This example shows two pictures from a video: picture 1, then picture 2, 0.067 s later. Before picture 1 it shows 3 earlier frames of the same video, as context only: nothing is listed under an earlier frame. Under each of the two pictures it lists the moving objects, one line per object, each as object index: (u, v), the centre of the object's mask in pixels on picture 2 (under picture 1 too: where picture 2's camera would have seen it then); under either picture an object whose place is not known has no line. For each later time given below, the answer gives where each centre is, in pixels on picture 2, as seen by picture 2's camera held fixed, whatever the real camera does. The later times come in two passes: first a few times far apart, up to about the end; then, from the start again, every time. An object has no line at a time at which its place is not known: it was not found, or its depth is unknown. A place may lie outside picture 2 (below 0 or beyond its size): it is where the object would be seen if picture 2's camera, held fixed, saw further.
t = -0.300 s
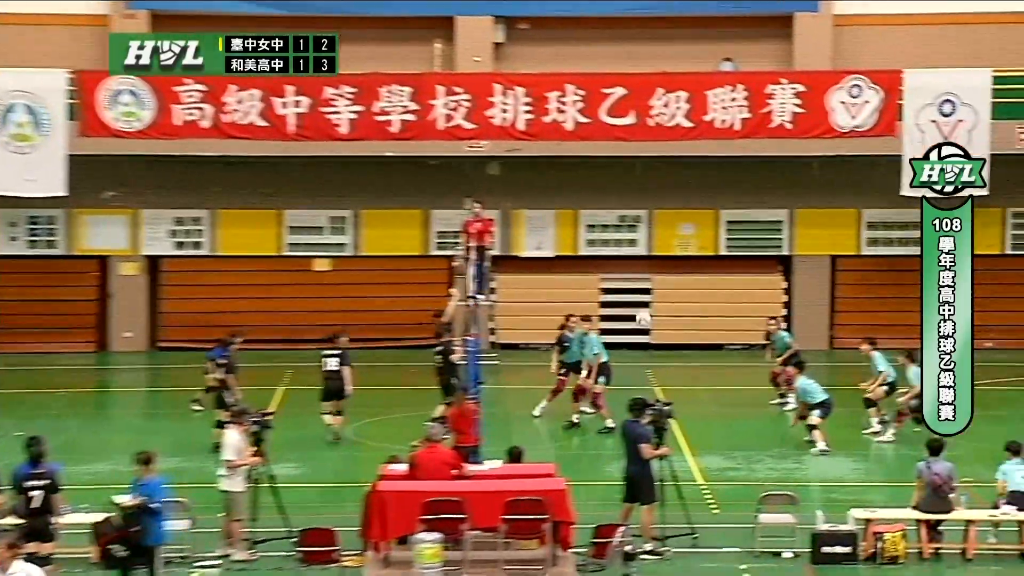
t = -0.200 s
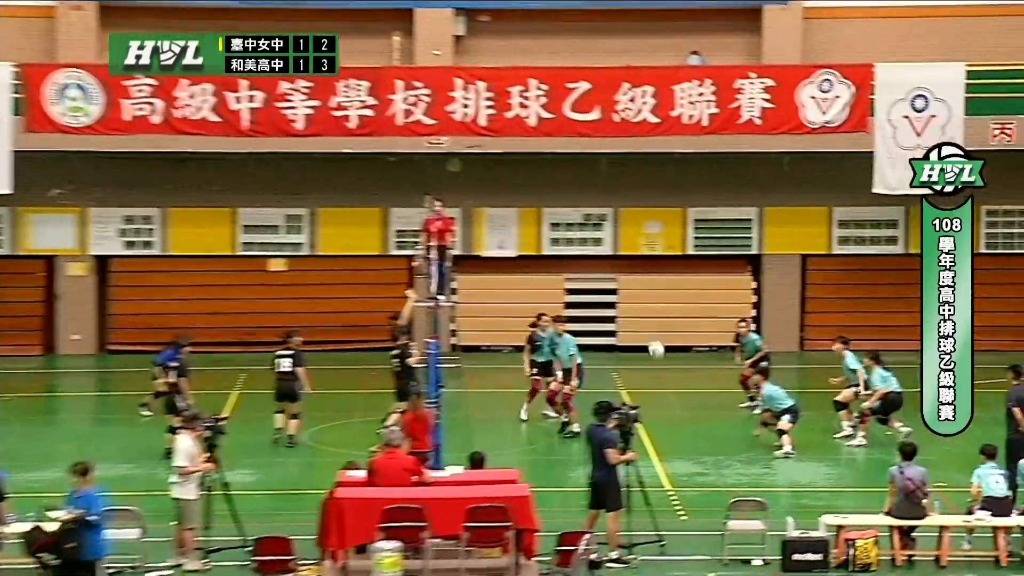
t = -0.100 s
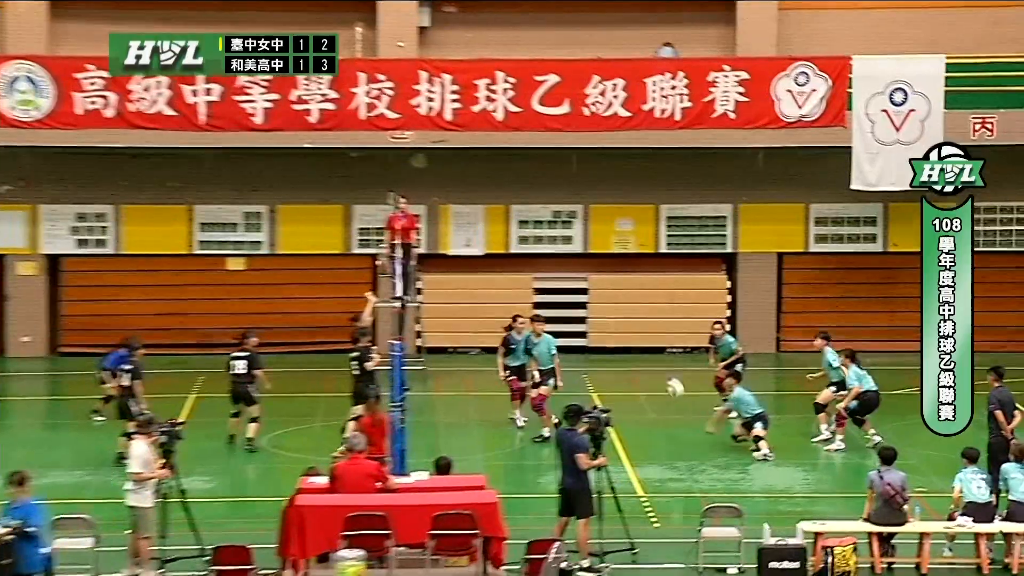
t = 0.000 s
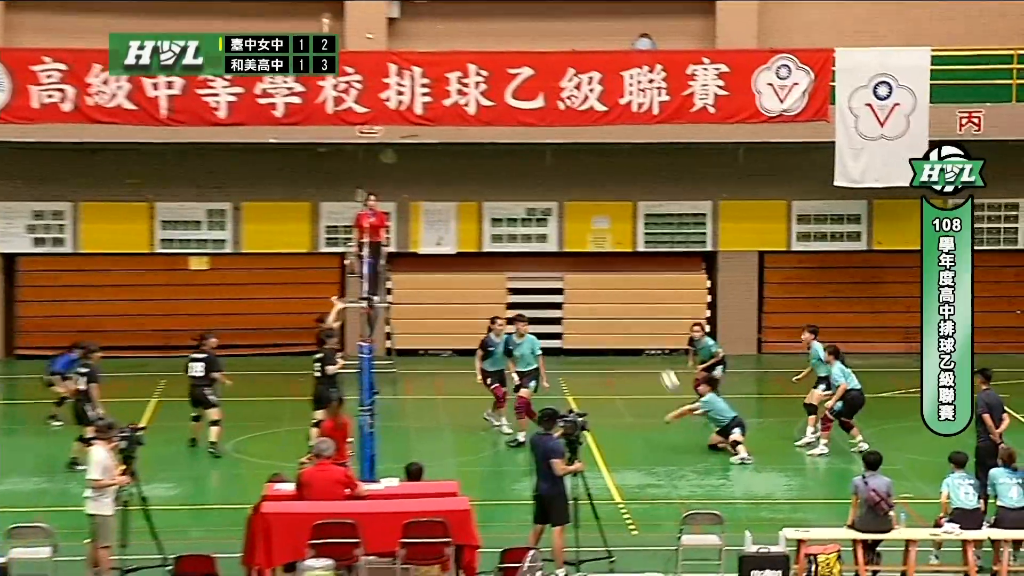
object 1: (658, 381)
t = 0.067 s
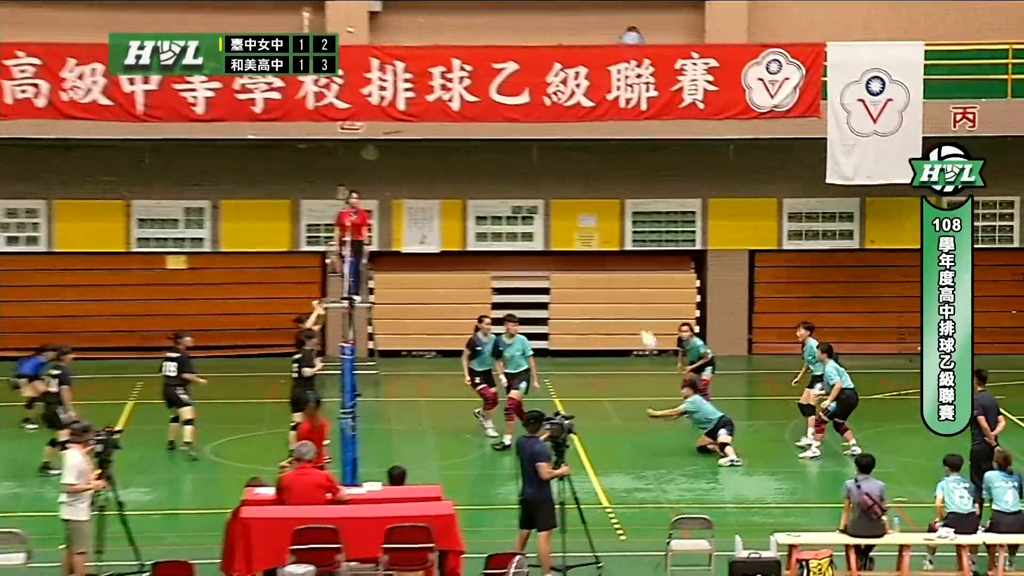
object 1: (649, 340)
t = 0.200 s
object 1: (628, 269)
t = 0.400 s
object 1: (600, 189)
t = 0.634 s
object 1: (568, 135)
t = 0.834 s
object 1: (541, 121)
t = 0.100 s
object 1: (643, 322)
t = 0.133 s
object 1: (638, 303)
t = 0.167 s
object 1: (633, 285)
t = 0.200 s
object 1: (628, 269)
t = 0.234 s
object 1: (624, 255)
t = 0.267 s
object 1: (619, 240)
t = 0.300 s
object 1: (615, 226)
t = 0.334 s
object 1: (609, 213)
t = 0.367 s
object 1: (605, 200)
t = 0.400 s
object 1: (600, 189)
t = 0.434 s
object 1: (596, 178)
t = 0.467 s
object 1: (591, 170)
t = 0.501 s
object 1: (587, 162)
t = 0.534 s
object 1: (582, 153)
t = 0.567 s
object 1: (577, 146)
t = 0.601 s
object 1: (572, 140)
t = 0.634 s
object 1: (568, 135)
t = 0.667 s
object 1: (564, 130)
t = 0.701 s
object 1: (559, 125)
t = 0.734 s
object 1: (555, 124)
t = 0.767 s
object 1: (550, 122)
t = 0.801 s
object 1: (545, 121)
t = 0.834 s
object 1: (541, 121)
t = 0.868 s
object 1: (537, 121)
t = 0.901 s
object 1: (533, 122)
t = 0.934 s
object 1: (528, 124)
